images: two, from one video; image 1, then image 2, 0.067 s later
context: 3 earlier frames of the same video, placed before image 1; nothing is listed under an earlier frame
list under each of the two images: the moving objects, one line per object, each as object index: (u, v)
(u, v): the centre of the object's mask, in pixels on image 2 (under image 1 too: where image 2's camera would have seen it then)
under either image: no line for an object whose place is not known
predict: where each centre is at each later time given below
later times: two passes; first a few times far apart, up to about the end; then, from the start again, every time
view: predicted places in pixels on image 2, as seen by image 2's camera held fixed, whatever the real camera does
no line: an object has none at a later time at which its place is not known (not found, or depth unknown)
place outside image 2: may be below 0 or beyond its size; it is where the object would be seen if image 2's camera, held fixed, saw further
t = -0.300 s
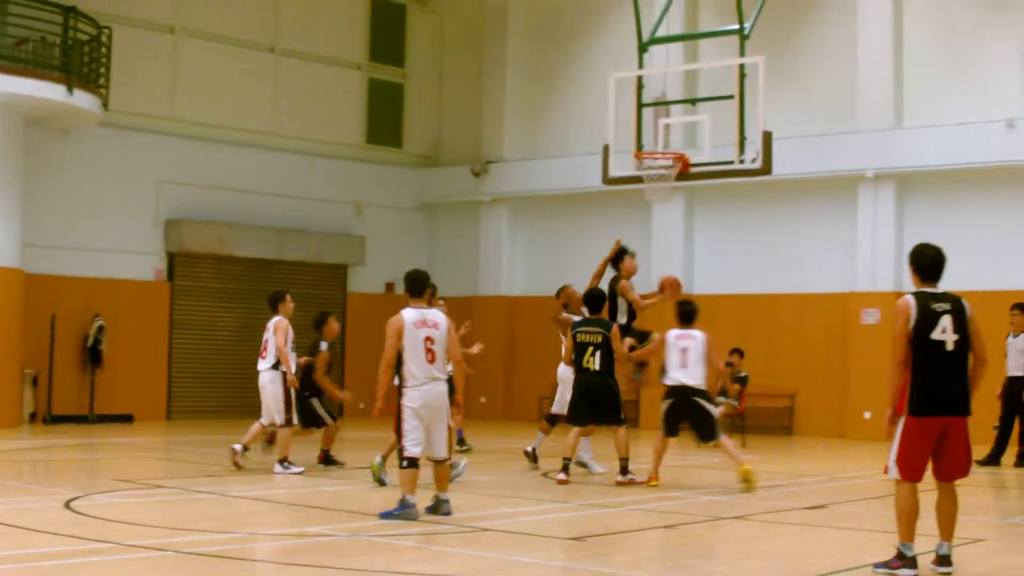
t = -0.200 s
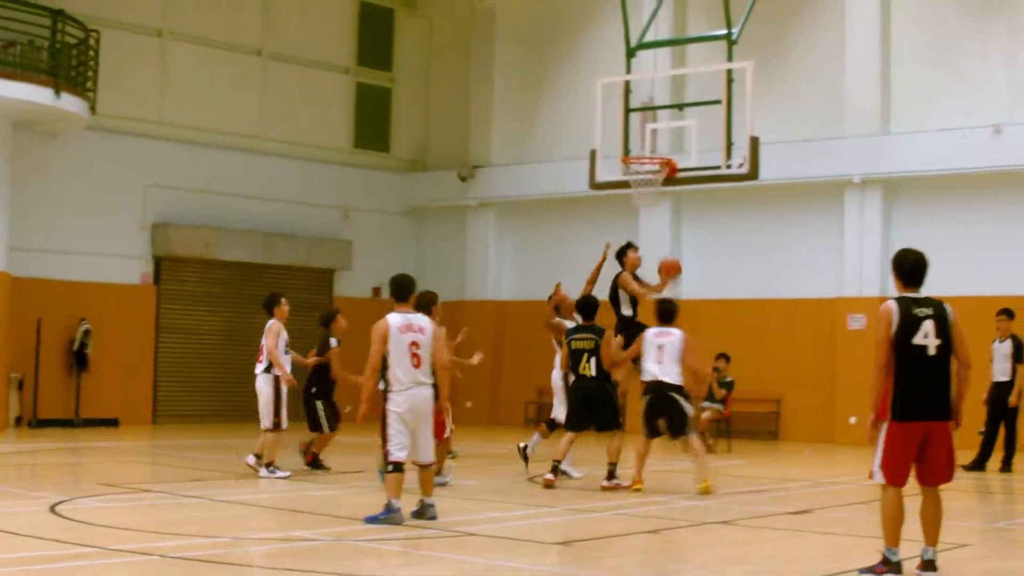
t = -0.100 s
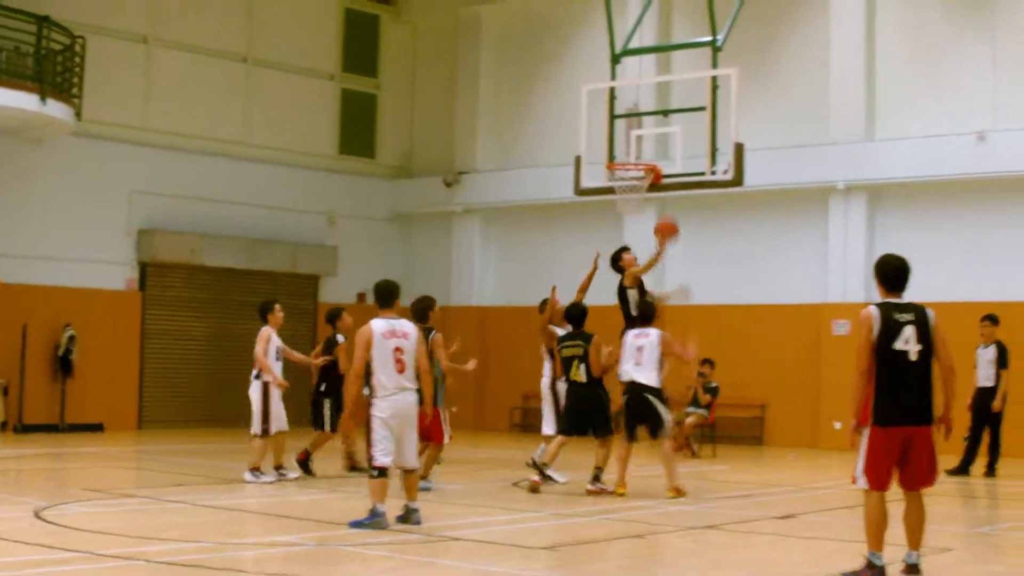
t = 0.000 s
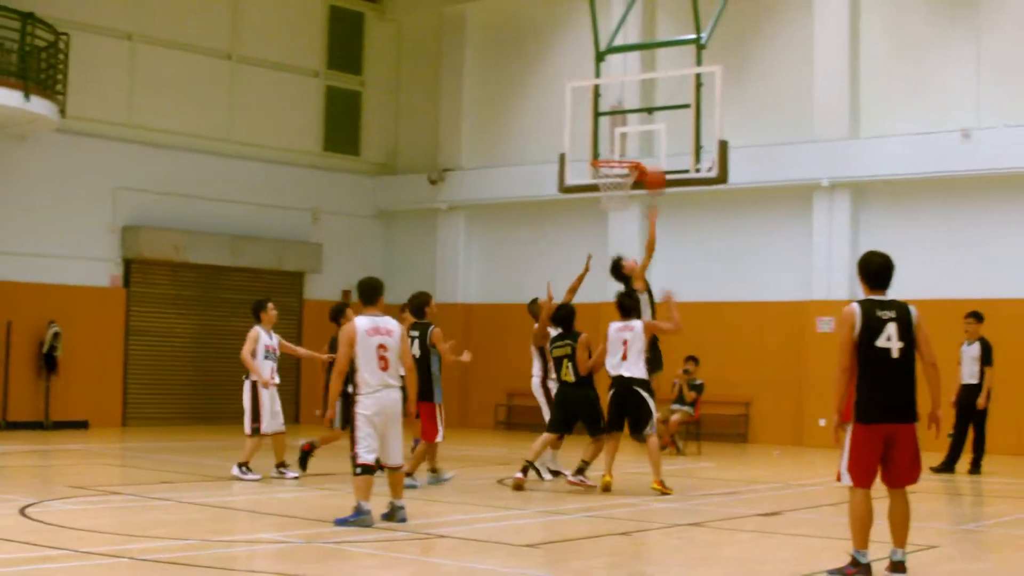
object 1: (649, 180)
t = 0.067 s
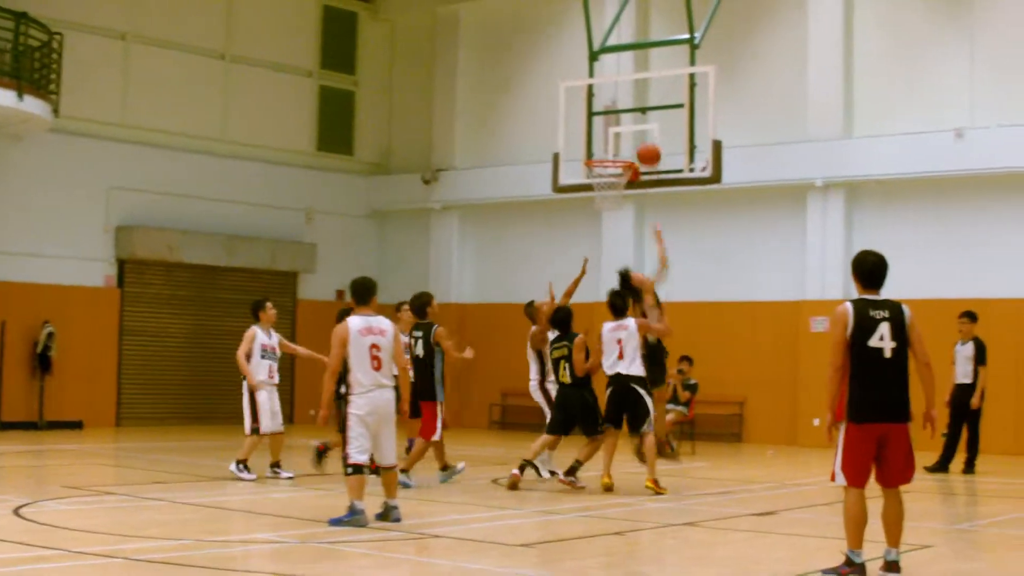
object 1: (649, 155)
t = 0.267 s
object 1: (645, 129)
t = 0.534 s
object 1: (636, 142)
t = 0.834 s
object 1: (645, 153)
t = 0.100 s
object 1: (650, 146)
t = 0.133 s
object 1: (651, 138)
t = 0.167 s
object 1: (652, 131)
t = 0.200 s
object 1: (650, 129)
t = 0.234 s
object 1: (648, 128)
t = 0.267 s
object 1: (645, 129)
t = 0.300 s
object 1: (643, 130)
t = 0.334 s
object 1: (641, 133)
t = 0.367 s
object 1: (639, 137)
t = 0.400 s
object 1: (637, 142)
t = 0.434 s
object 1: (635, 148)
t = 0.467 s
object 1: (635, 148)
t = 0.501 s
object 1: (635, 144)
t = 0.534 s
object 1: (636, 142)
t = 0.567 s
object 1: (636, 140)
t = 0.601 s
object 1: (636, 139)
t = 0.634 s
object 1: (636, 140)
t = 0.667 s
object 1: (637, 142)
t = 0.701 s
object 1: (638, 144)
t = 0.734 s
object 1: (638, 149)
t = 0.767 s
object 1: (639, 151)
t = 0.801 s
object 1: (642, 152)
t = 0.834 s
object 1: (645, 153)
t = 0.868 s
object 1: (647, 155)
